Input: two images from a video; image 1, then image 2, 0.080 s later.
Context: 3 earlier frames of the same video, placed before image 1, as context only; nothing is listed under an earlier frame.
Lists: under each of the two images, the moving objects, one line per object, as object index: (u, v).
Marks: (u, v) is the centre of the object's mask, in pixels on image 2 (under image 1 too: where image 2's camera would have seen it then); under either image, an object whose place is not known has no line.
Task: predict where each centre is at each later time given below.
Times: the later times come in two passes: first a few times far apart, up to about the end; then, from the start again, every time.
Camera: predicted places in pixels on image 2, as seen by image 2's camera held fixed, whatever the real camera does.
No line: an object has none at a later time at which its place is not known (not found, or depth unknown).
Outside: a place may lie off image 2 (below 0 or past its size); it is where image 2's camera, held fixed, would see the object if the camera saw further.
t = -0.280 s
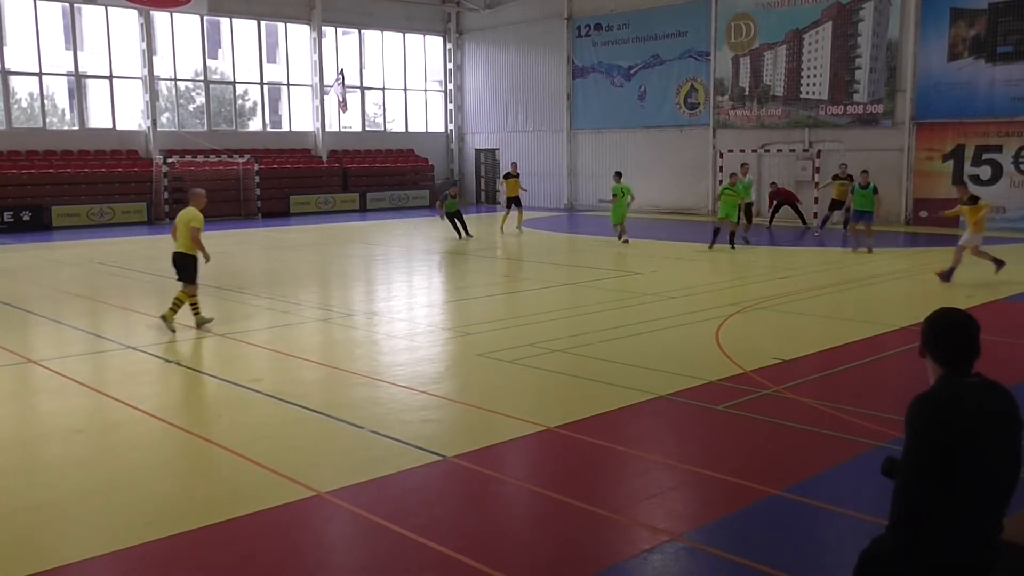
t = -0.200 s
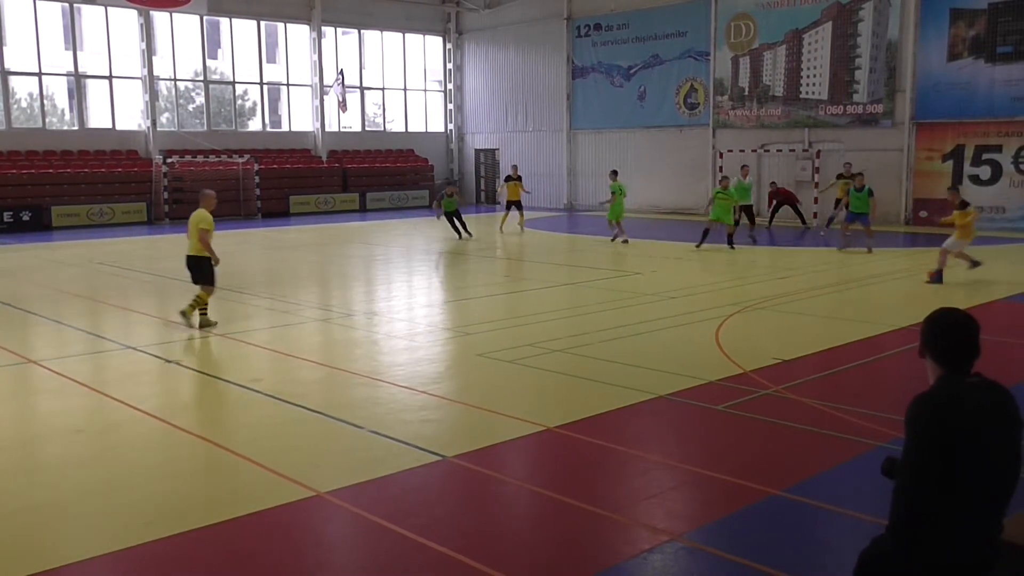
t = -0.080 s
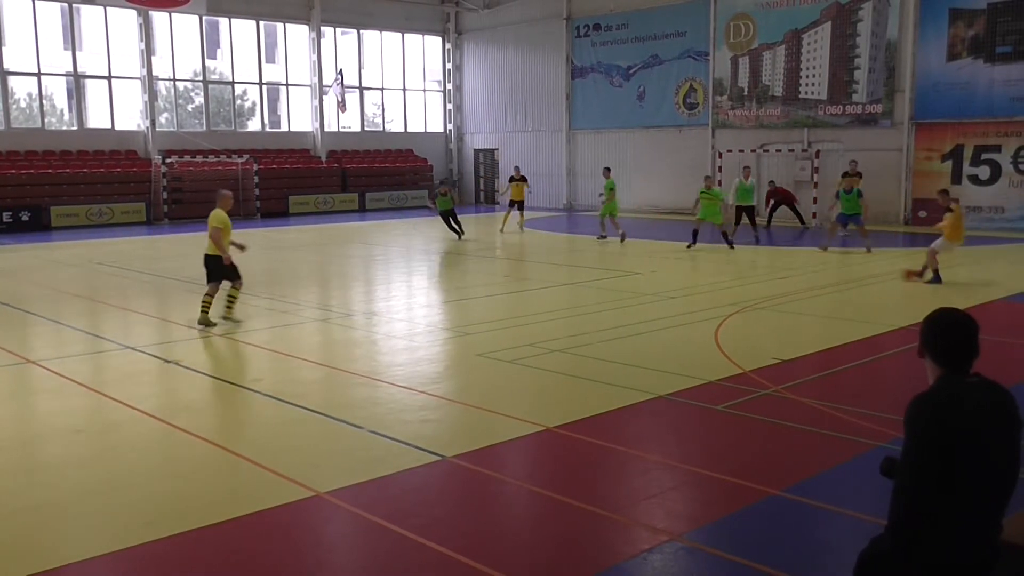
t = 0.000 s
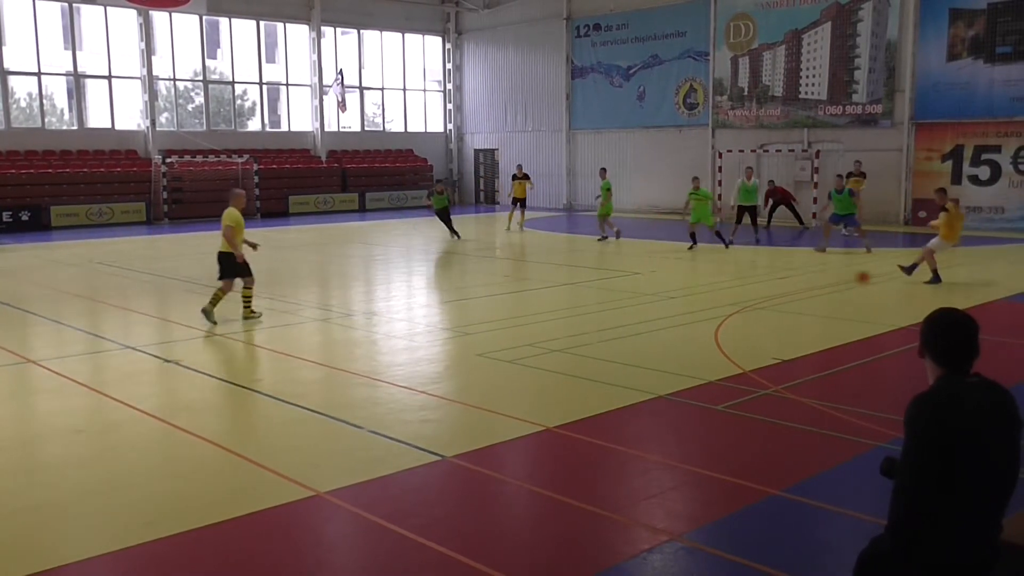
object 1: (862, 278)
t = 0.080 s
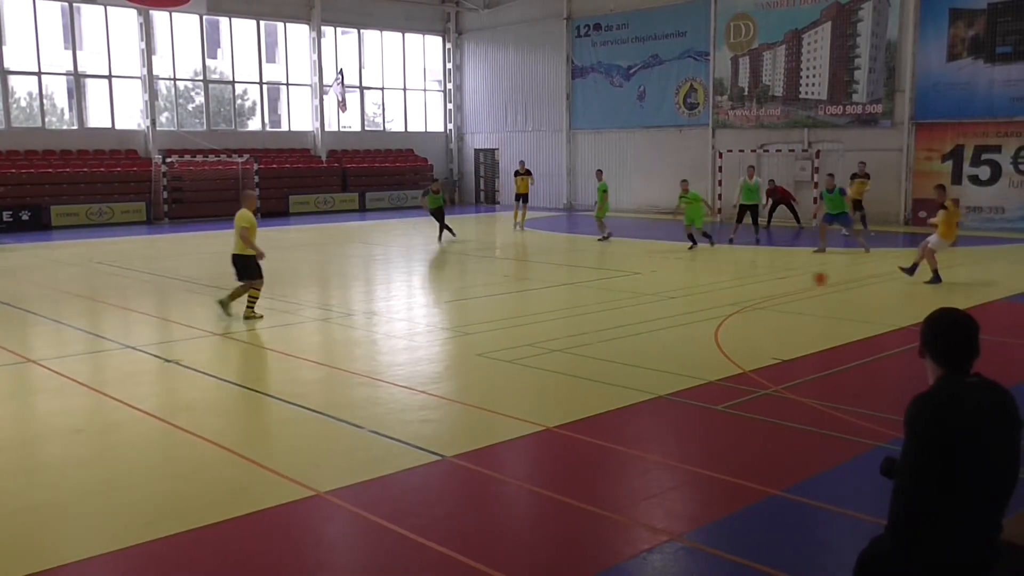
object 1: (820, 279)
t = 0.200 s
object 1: (759, 280)
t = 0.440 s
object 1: (651, 284)
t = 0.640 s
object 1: (572, 286)
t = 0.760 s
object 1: (526, 288)
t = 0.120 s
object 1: (798, 280)
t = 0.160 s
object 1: (779, 280)
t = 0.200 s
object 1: (759, 280)
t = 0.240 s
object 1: (740, 281)
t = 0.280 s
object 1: (721, 282)
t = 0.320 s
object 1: (703, 282)
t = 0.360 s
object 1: (686, 283)
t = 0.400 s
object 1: (668, 284)
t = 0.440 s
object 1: (651, 284)
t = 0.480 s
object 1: (635, 284)
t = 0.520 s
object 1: (620, 285)
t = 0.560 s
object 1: (604, 286)
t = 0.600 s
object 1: (588, 286)
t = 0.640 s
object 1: (572, 286)
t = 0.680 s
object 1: (557, 285)
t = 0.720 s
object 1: (541, 286)
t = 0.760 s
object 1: (526, 288)
